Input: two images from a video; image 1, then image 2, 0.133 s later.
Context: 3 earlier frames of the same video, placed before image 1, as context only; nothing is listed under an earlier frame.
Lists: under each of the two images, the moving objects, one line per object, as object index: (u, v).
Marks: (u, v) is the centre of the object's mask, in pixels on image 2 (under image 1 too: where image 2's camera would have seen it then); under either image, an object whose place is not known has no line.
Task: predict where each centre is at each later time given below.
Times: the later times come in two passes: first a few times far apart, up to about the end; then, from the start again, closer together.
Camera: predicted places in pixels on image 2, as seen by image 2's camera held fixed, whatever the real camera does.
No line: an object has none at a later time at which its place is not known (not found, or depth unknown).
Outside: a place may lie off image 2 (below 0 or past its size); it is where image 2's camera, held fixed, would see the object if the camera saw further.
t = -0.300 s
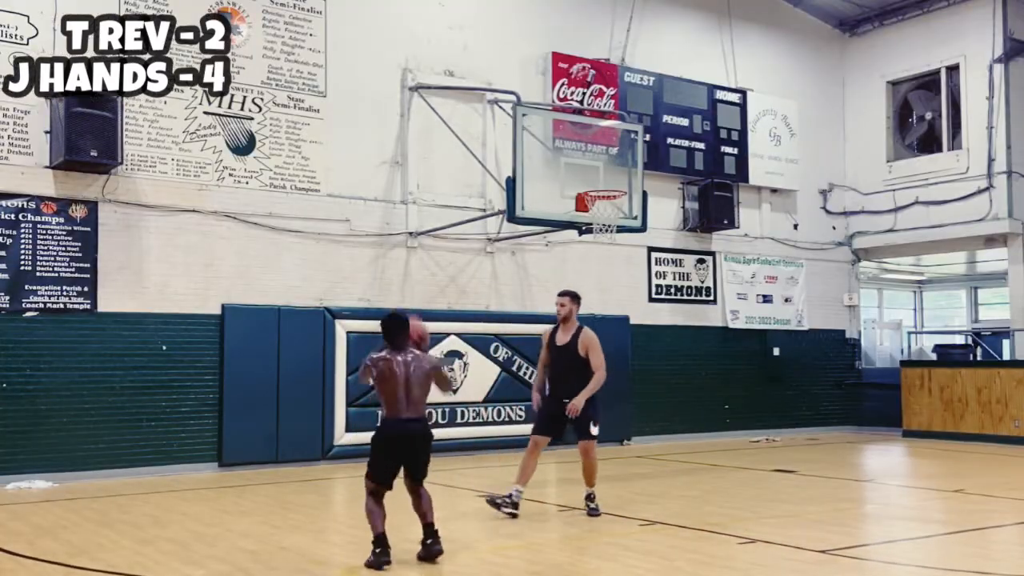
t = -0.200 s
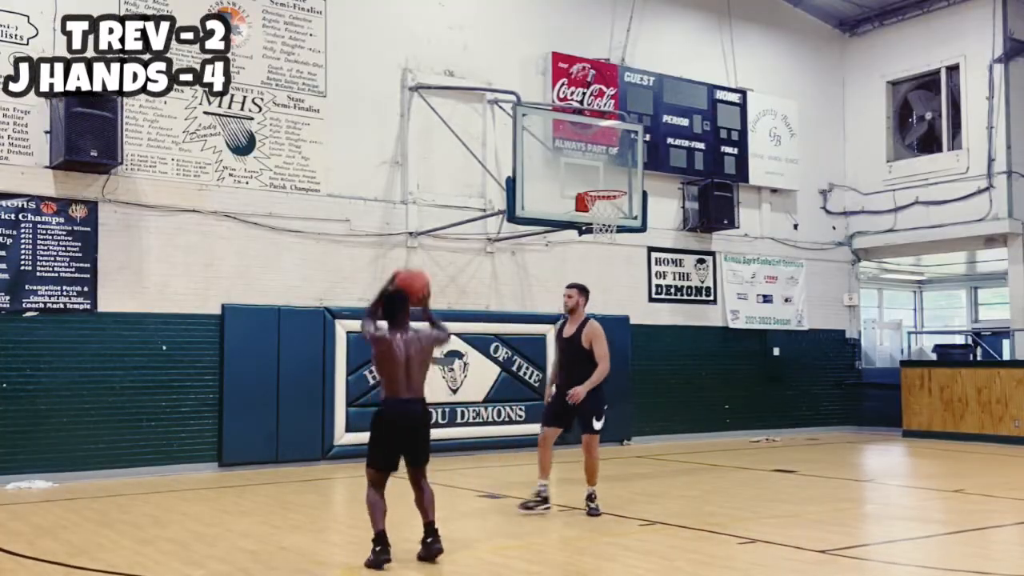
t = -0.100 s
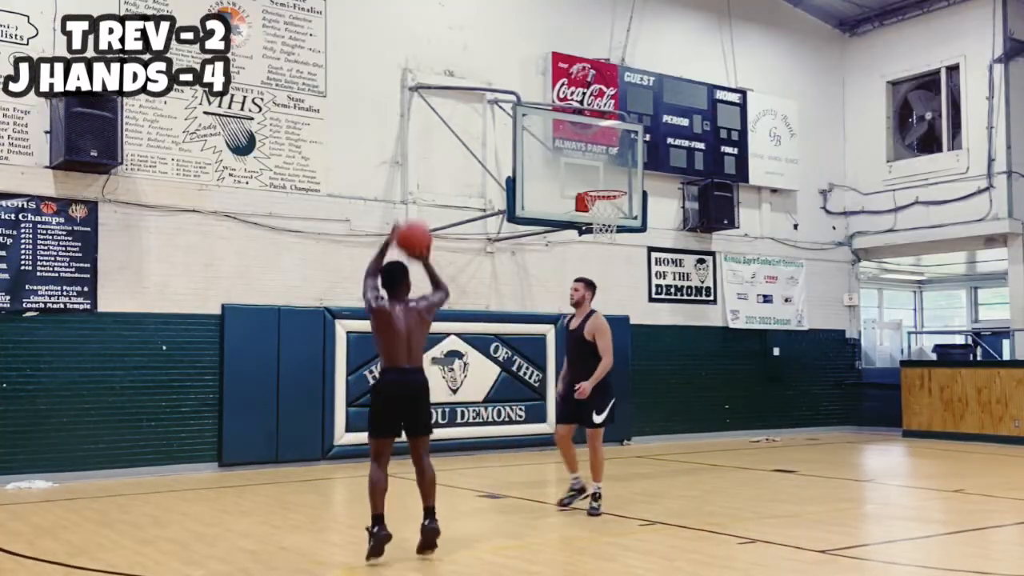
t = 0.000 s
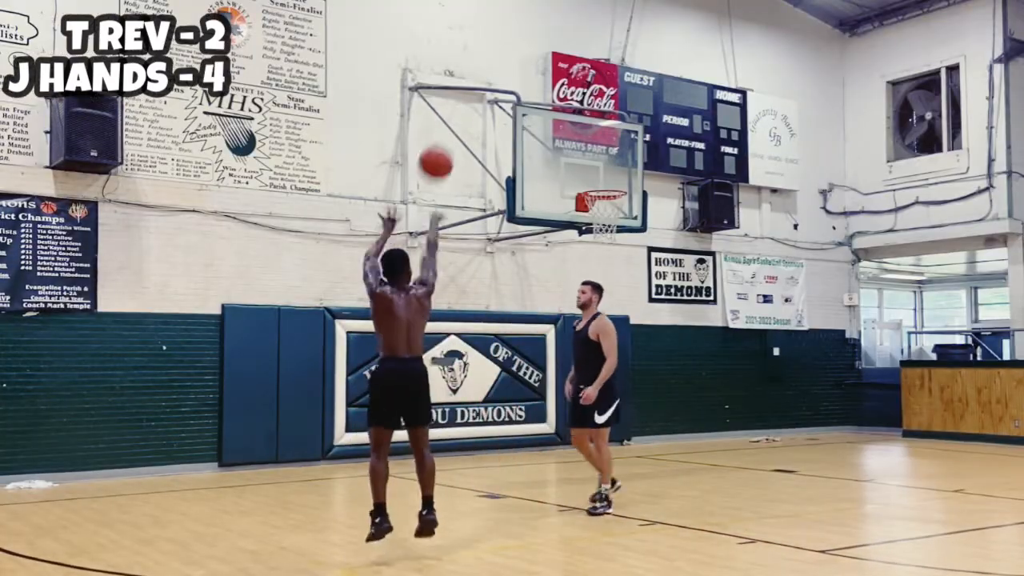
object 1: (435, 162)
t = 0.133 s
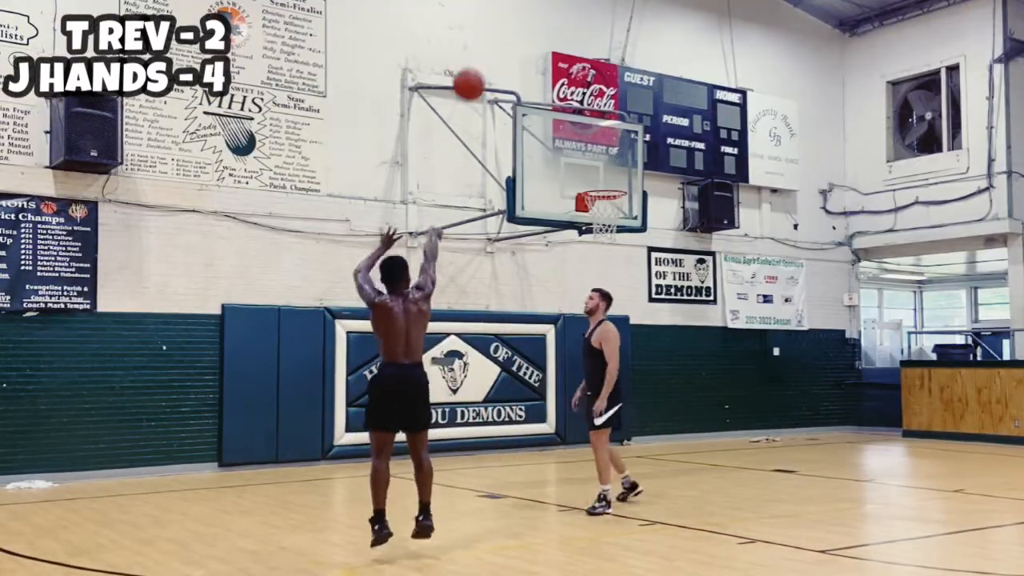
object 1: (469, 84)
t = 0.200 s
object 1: (483, 58)
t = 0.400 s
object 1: (520, 21)
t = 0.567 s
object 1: (546, 28)
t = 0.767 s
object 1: (573, 70)
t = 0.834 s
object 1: (581, 91)
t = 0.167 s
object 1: (475, 70)
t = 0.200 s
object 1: (483, 58)
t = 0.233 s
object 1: (490, 47)
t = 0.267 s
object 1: (496, 39)
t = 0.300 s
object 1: (503, 32)
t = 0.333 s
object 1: (509, 27)
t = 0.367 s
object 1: (514, 24)
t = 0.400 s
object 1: (520, 21)
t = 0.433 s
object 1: (526, 20)
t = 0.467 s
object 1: (531, 20)
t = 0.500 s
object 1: (536, 22)
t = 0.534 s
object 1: (541, 25)
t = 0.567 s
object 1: (546, 28)
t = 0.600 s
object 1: (551, 33)
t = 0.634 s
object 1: (556, 39)
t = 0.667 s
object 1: (560, 45)
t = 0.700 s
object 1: (565, 53)
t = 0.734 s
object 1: (569, 61)
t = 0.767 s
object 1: (573, 70)
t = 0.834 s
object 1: (581, 91)
